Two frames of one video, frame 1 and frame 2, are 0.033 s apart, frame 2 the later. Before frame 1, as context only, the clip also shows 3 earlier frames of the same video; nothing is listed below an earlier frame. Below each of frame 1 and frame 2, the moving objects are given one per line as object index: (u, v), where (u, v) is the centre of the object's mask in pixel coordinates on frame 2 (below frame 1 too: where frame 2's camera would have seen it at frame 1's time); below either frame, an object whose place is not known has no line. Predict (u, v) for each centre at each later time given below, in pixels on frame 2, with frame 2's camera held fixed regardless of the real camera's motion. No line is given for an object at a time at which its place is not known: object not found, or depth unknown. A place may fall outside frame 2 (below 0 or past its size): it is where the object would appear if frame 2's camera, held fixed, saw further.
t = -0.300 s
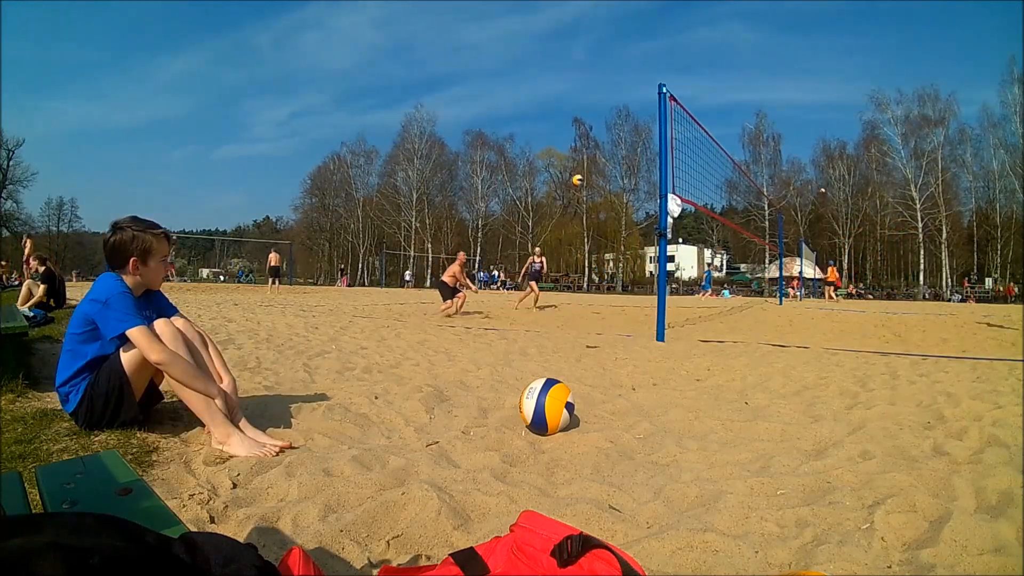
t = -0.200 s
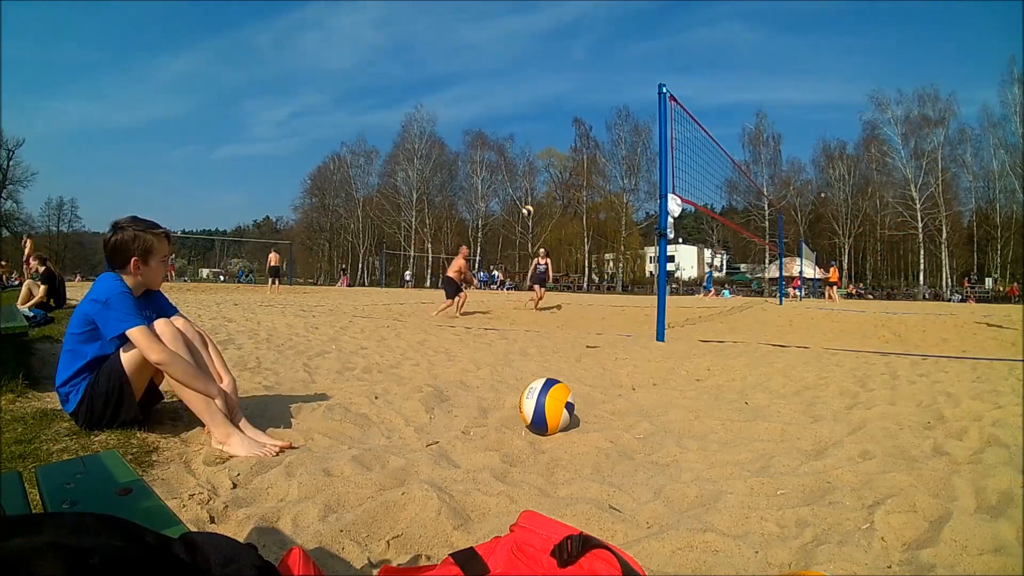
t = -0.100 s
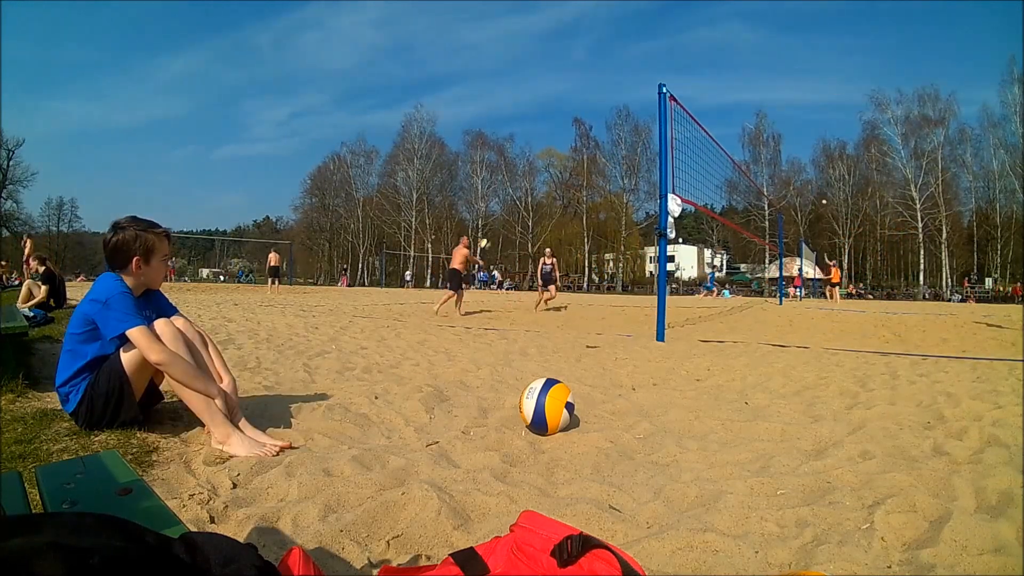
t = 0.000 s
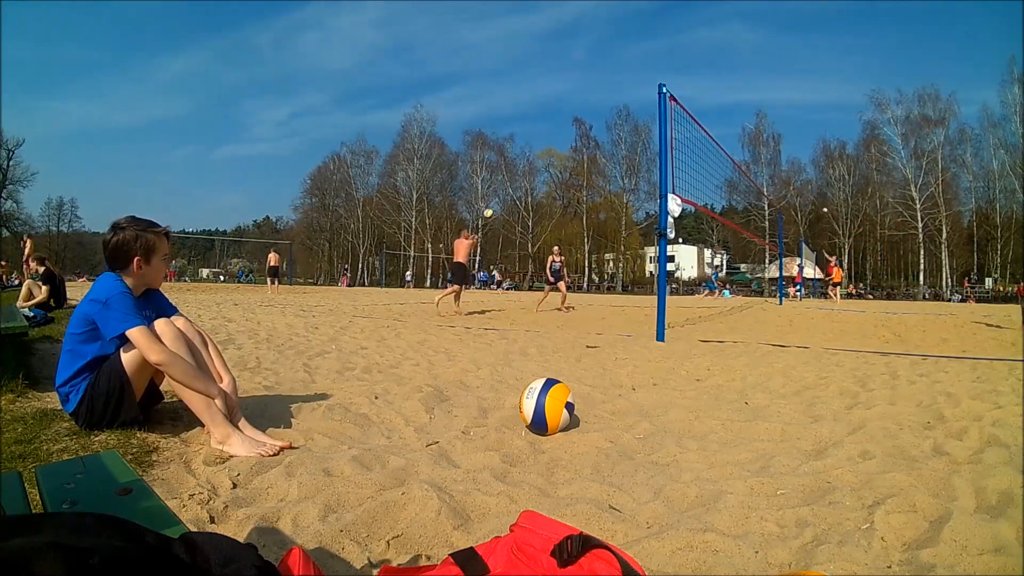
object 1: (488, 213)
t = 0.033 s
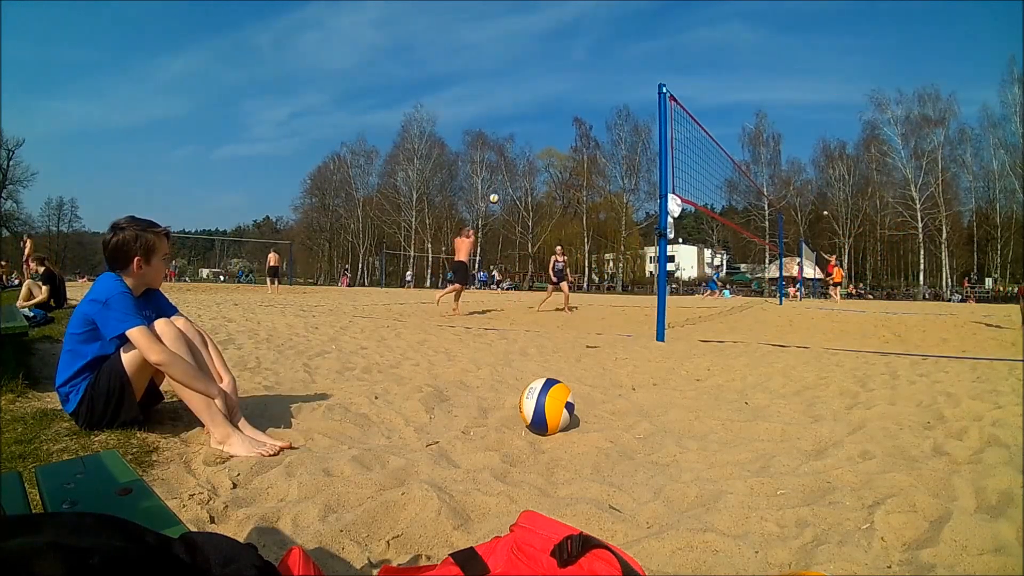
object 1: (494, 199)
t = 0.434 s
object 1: (553, 72)
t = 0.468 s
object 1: (558, 66)
